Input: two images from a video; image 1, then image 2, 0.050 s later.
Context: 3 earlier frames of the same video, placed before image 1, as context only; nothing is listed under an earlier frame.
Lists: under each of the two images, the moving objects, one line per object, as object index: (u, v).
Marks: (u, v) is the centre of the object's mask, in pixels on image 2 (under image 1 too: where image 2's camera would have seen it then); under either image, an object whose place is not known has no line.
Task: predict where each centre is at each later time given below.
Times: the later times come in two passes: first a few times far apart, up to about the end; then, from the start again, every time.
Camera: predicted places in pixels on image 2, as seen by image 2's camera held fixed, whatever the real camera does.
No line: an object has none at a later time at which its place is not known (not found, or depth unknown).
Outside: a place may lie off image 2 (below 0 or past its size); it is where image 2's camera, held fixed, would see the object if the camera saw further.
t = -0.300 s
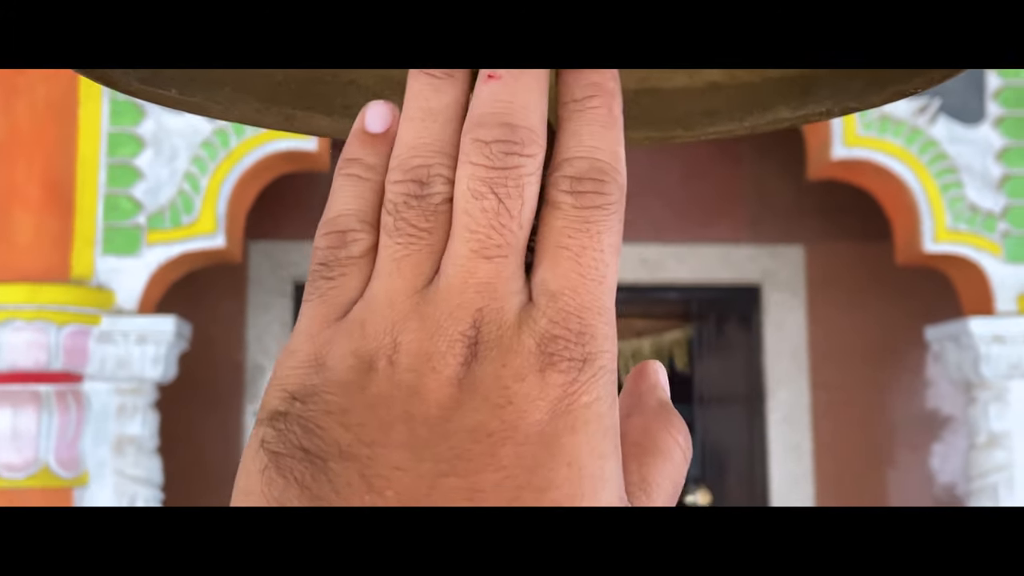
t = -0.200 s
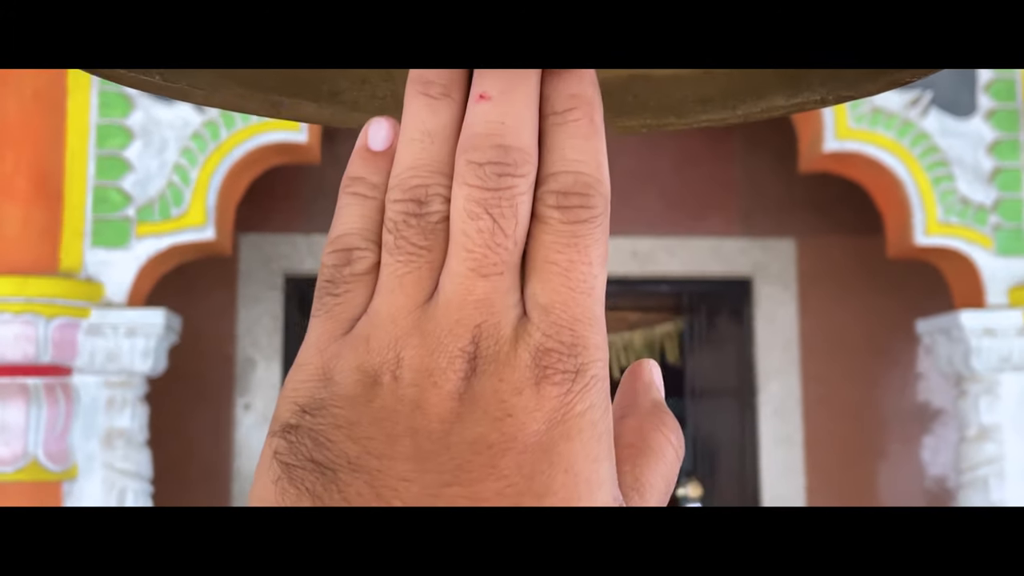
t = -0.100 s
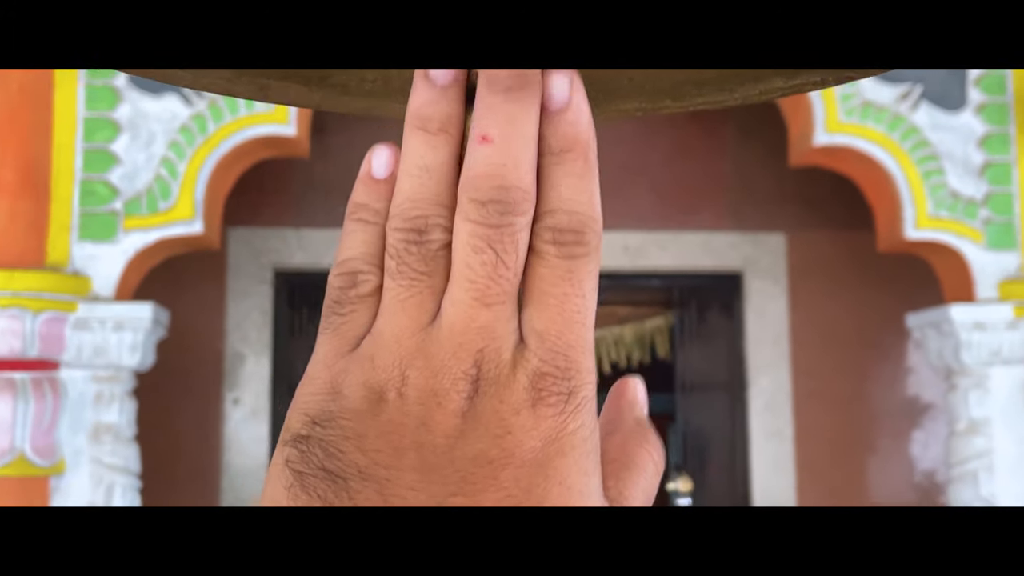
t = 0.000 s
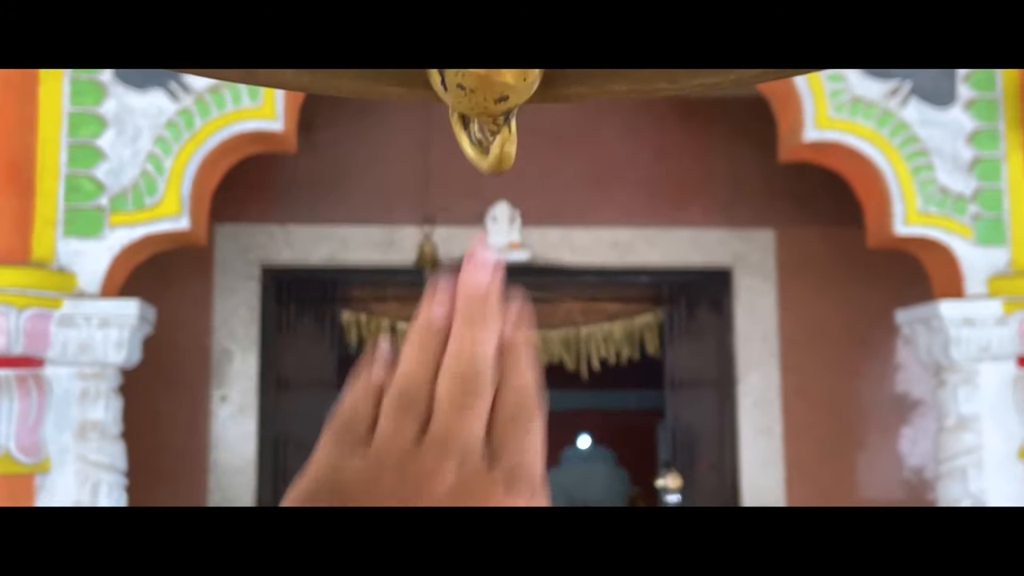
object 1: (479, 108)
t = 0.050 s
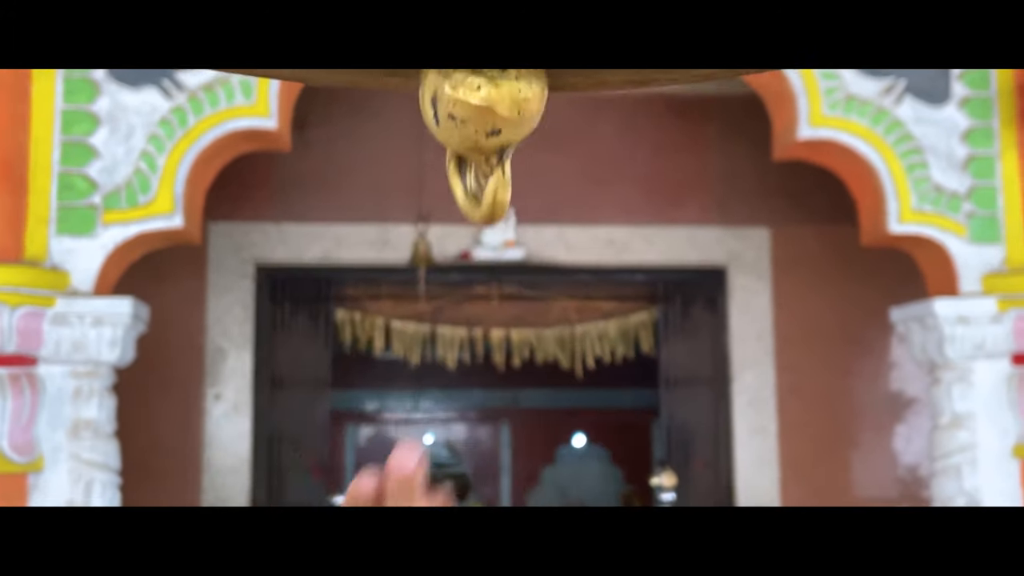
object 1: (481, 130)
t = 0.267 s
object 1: (534, 108)
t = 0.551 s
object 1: (503, 192)
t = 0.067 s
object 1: (484, 141)
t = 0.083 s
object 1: (487, 152)
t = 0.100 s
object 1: (490, 163)
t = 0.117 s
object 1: (493, 171)
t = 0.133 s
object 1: (497, 175)
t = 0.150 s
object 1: (500, 174)
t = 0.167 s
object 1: (504, 170)
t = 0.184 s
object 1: (509, 163)
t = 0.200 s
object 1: (515, 153)
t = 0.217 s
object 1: (520, 140)
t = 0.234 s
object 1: (527, 129)
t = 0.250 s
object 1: (534, 119)
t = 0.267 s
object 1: (534, 108)
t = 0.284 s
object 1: (534, 100)
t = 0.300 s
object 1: (531, 95)
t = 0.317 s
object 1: (530, 95)
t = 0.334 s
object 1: (529, 99)
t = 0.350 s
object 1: (527, 108)
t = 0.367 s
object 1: (526, 119)
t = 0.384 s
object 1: (521, 131)
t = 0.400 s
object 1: (517, 143)
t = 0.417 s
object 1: (515, 157)
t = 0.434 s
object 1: (513, 171)
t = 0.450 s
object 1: (512, 183)
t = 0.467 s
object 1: (510, 192)
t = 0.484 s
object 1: (508, 197)
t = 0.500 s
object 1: (507, 200)
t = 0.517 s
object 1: (505, 202)
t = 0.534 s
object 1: (504, 196)
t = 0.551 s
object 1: (503, 192)
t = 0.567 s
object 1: (502, 187)
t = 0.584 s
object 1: (502, 183)
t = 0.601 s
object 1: (502, 178)
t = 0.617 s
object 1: (503, 175)
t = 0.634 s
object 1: (504, 173)
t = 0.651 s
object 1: (507, 172)
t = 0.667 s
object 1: (509, 172)
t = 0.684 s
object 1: (513, 172)
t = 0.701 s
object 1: (518, 175)
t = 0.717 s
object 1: (524, 177)
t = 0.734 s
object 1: (530, 181)
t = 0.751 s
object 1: (538, 186)
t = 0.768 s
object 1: (545, 192)
